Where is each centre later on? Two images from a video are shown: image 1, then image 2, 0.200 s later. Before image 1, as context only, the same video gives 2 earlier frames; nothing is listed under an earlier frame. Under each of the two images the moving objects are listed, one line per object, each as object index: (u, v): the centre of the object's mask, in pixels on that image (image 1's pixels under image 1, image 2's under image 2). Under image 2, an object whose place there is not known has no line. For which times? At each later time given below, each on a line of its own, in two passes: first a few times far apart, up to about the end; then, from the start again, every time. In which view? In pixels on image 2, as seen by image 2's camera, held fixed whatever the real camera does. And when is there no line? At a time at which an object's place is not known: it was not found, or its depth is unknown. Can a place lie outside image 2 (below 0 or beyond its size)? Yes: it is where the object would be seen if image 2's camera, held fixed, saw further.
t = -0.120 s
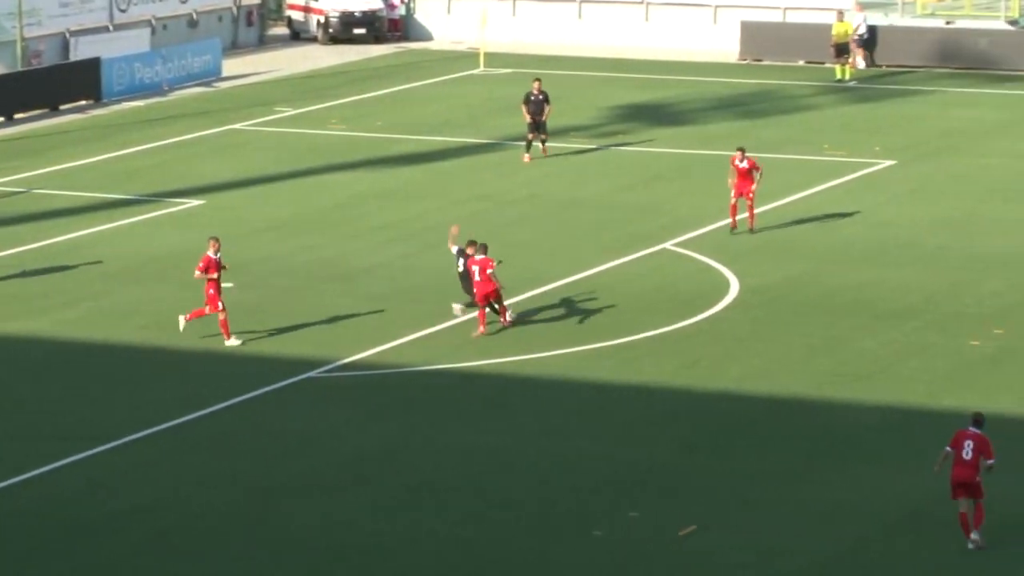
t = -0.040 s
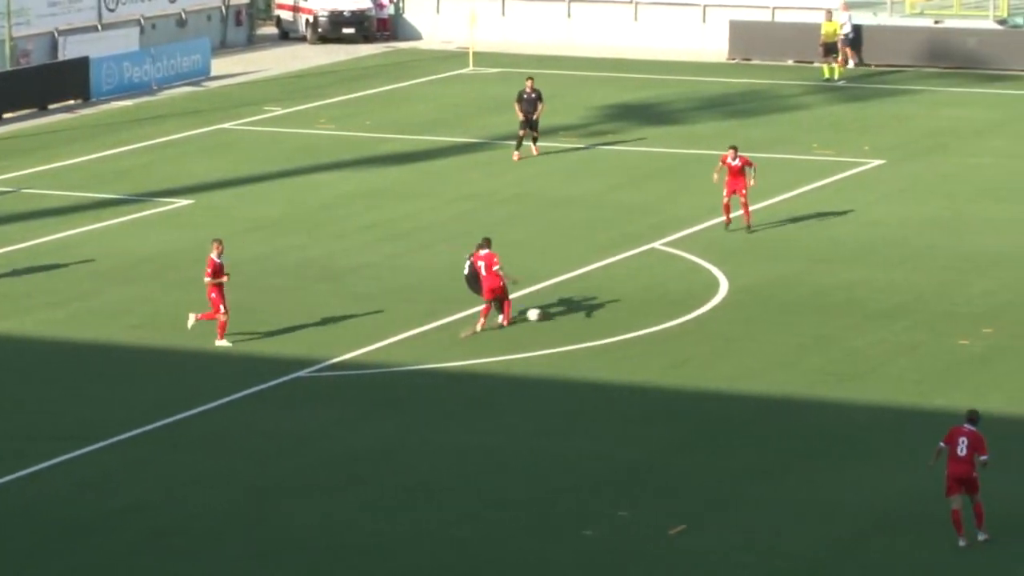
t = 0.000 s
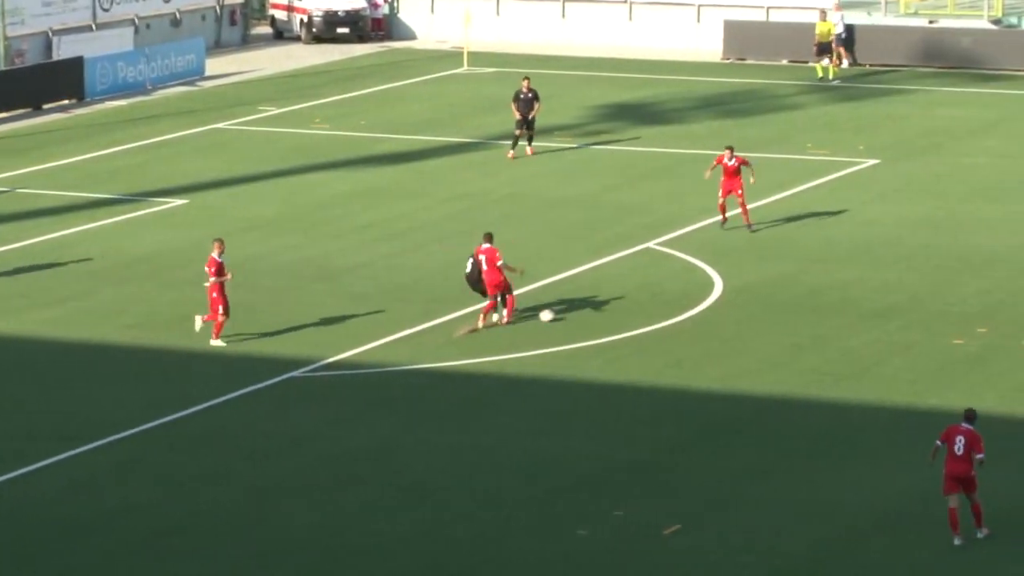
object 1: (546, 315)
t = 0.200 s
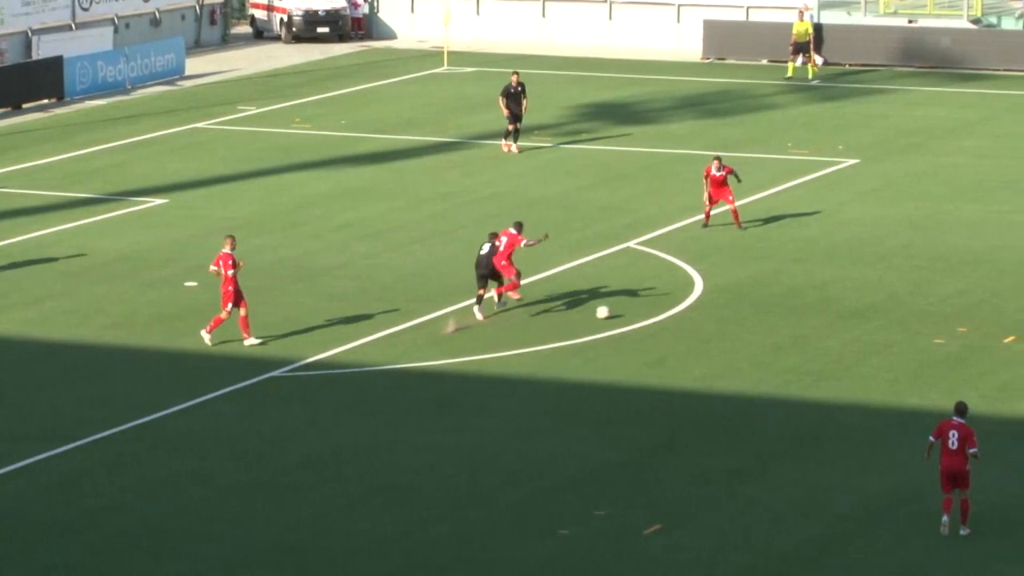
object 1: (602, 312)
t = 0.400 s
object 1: (664, 309)
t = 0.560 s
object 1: (705, 306)
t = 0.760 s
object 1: (753, 304)
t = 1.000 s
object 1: (803, 301)
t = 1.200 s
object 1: (845, 298)
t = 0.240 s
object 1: (616, 311)
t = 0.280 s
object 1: (629, 311)
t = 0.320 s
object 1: (642, 311)
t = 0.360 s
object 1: (653, 310)
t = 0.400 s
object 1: (664, 309)
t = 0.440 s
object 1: (675, 307)
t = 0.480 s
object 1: (685, 309)
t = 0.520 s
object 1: (695, 309)
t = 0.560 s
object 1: (705, 306)
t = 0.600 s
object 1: (715, 307)
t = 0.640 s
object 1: (725, 306)
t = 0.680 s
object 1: (735, 305)
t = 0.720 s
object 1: (744, 305)
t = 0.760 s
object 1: (753, 304)
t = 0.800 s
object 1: (762, 303)
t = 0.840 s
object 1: (770, 303)
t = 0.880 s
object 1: (779, 303)
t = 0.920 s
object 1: (787, 302)
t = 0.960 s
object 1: (795, 301)
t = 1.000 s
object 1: (803, 301)
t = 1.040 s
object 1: (812, 300)
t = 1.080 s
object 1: (820, 299)
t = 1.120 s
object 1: (828, 299)
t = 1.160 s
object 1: (837, 298)
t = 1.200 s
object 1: (845, 298)
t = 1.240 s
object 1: (853, 297)
